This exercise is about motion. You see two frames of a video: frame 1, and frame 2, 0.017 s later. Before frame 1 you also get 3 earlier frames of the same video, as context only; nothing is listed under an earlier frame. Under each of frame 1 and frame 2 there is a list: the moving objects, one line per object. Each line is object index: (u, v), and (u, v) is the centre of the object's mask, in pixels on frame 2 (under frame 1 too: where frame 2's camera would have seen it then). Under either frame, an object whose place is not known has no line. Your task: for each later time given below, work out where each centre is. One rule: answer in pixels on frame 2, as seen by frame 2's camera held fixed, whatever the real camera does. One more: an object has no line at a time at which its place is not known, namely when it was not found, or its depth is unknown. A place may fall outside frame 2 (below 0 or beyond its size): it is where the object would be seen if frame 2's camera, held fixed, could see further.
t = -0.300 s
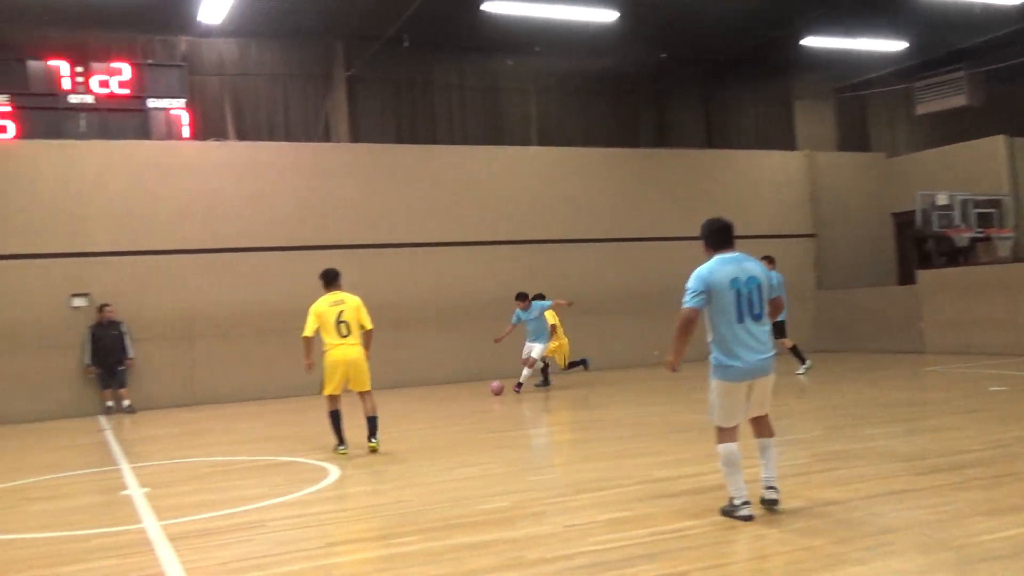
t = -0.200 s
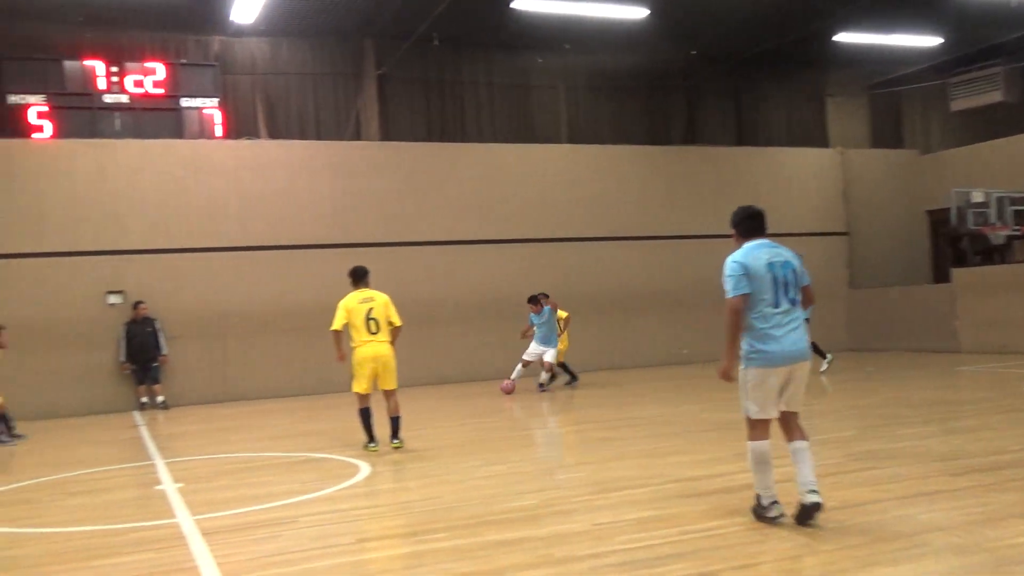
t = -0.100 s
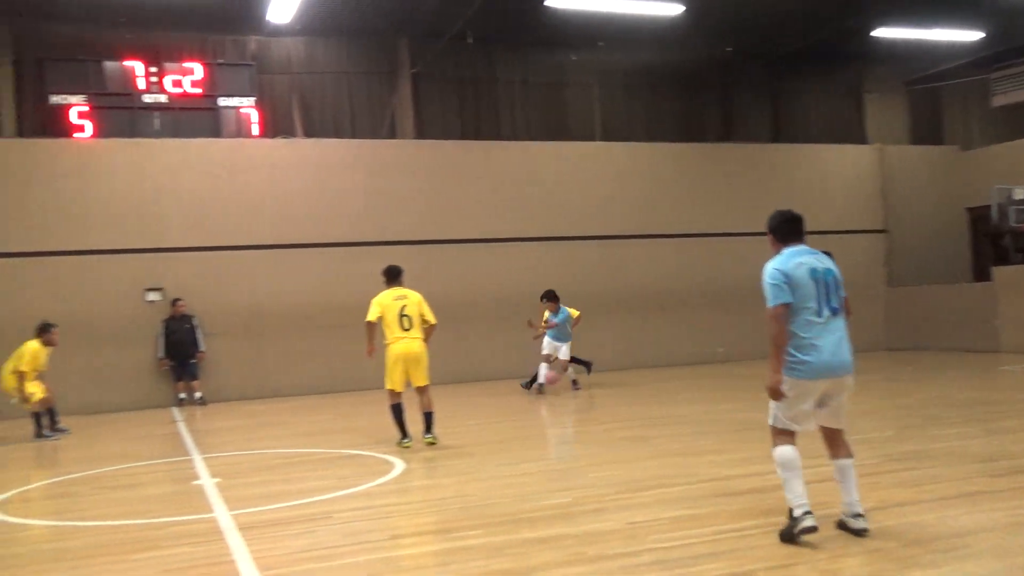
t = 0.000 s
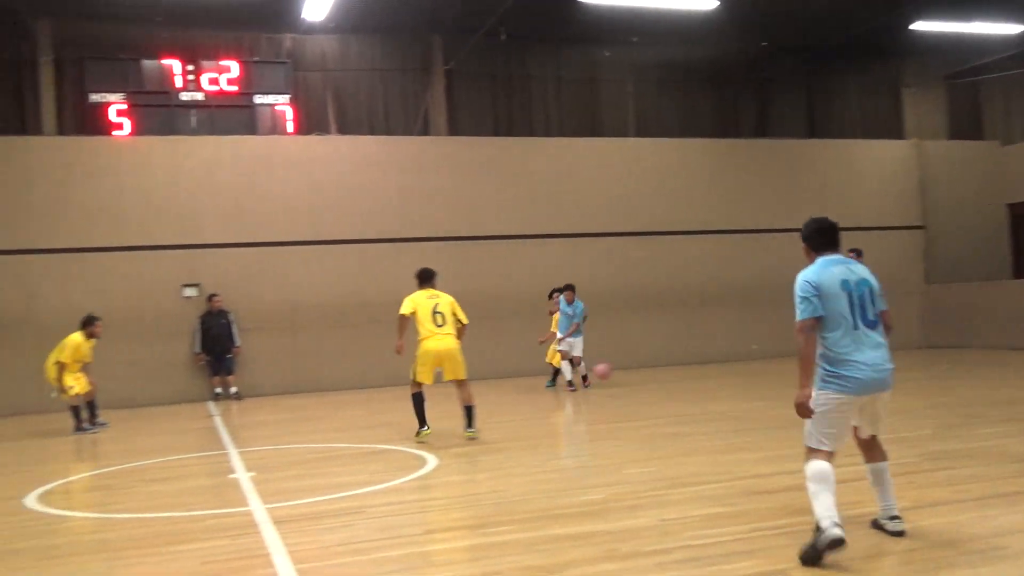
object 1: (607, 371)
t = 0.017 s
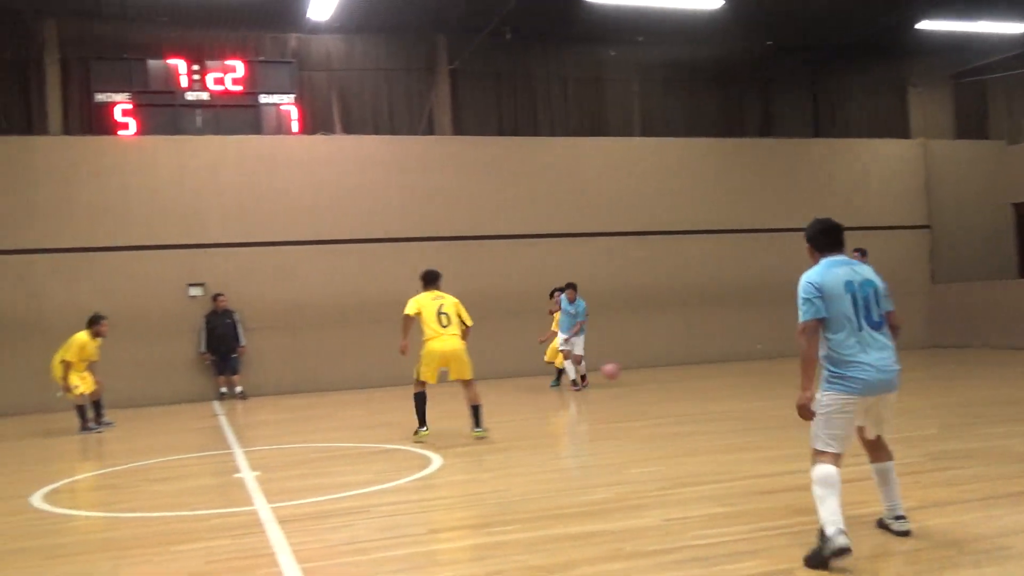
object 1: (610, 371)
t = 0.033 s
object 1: (613, 372)
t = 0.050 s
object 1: (618, 372)
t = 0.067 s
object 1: (621, 373)
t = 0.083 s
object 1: (626, 374)
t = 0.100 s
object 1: (631, 376)
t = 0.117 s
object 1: (635, 377)
